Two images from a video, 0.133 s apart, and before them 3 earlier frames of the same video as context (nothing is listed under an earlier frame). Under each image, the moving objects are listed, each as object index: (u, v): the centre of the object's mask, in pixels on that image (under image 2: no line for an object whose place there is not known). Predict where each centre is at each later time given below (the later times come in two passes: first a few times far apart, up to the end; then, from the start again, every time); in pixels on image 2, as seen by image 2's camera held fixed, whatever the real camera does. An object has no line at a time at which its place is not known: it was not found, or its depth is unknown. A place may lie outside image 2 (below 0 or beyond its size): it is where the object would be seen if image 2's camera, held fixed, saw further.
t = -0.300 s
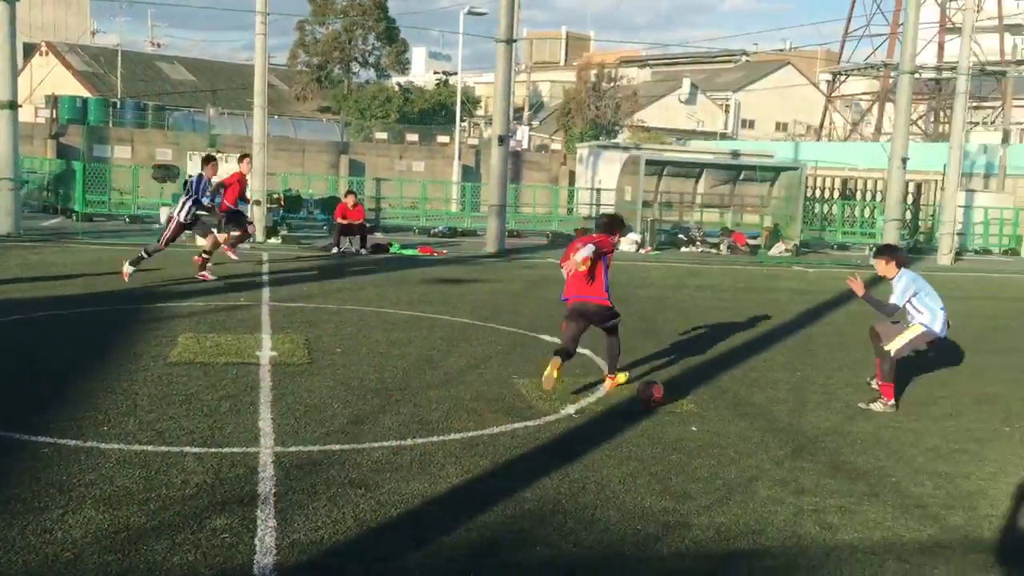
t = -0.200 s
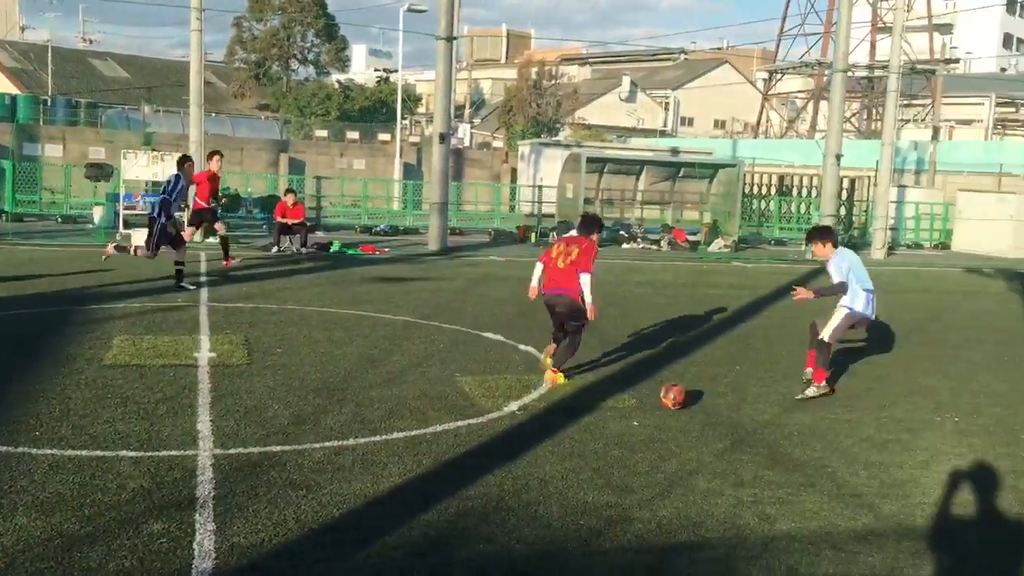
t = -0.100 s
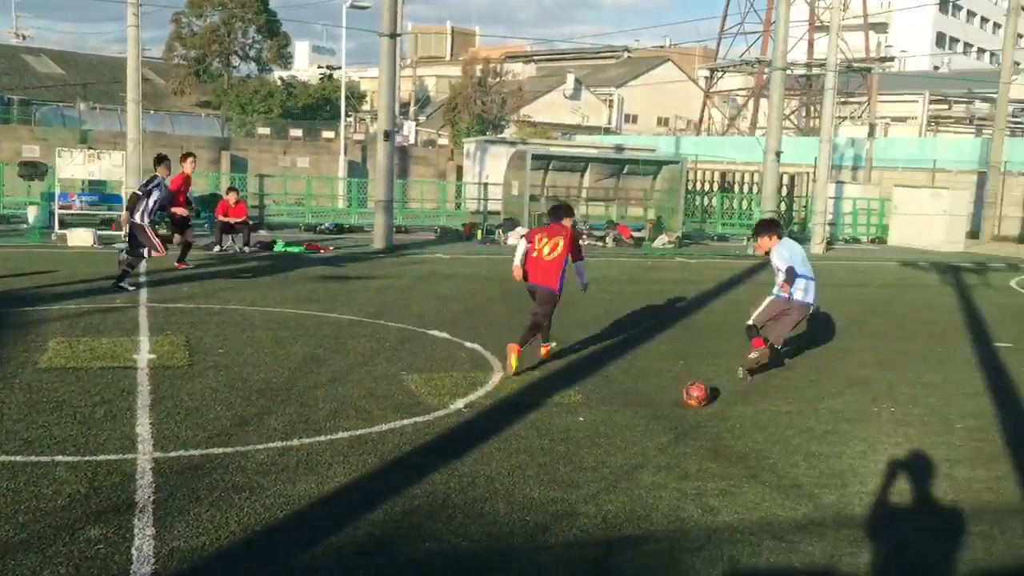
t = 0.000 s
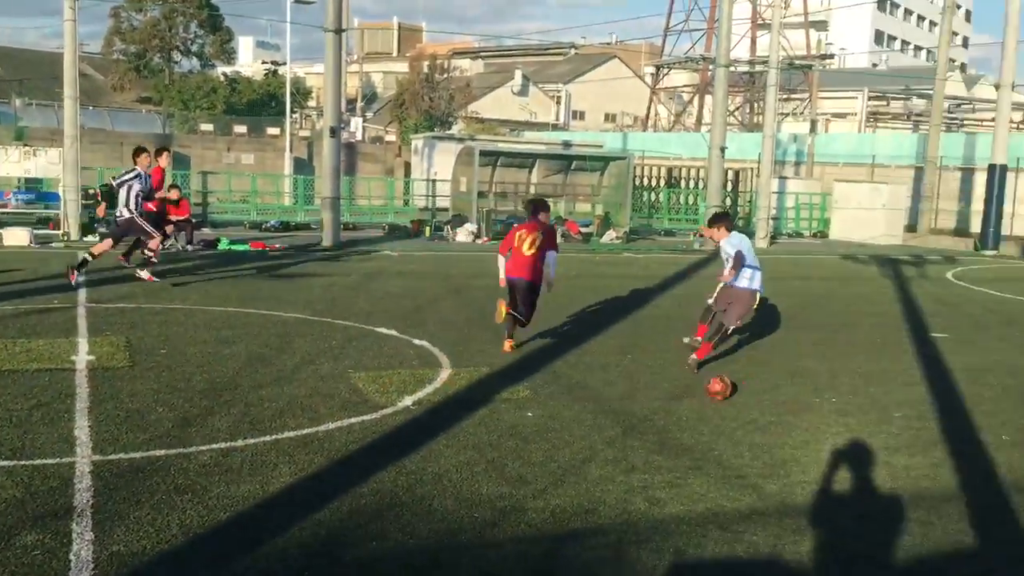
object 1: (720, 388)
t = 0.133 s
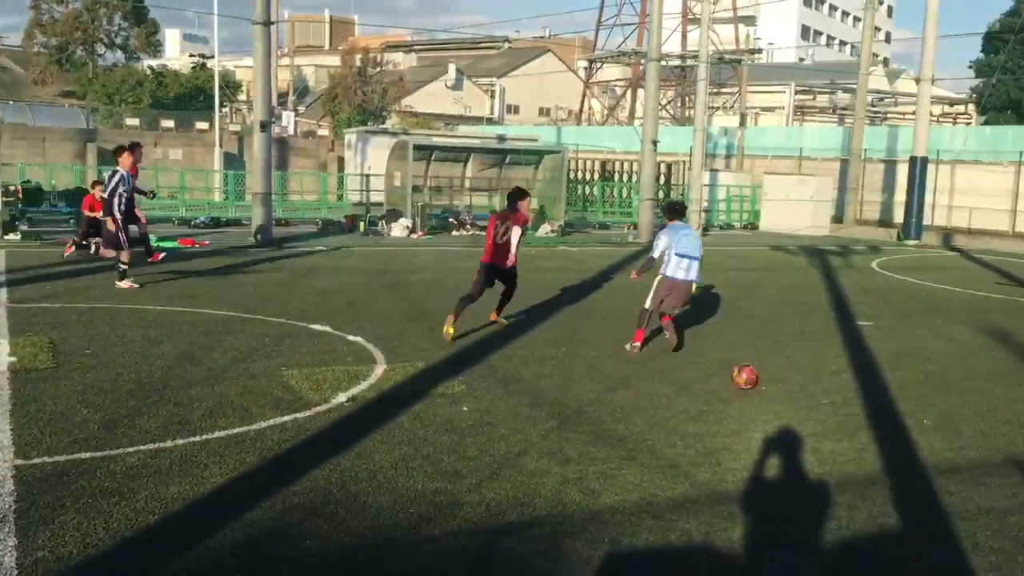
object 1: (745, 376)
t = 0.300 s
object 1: (852, 377)
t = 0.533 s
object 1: (999, 377)
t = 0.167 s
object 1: (767, 378)
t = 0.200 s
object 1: (789, 380)
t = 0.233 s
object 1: (811, 378)
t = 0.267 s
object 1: (833, 378)
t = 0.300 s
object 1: (852, 377)
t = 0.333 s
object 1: (873, 380)
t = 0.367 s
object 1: (898, 379)
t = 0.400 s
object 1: (917, 377)
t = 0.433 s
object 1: (937, 378)
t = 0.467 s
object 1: (957, 380)
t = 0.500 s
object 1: (978, 379)
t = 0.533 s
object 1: (999, 377)
